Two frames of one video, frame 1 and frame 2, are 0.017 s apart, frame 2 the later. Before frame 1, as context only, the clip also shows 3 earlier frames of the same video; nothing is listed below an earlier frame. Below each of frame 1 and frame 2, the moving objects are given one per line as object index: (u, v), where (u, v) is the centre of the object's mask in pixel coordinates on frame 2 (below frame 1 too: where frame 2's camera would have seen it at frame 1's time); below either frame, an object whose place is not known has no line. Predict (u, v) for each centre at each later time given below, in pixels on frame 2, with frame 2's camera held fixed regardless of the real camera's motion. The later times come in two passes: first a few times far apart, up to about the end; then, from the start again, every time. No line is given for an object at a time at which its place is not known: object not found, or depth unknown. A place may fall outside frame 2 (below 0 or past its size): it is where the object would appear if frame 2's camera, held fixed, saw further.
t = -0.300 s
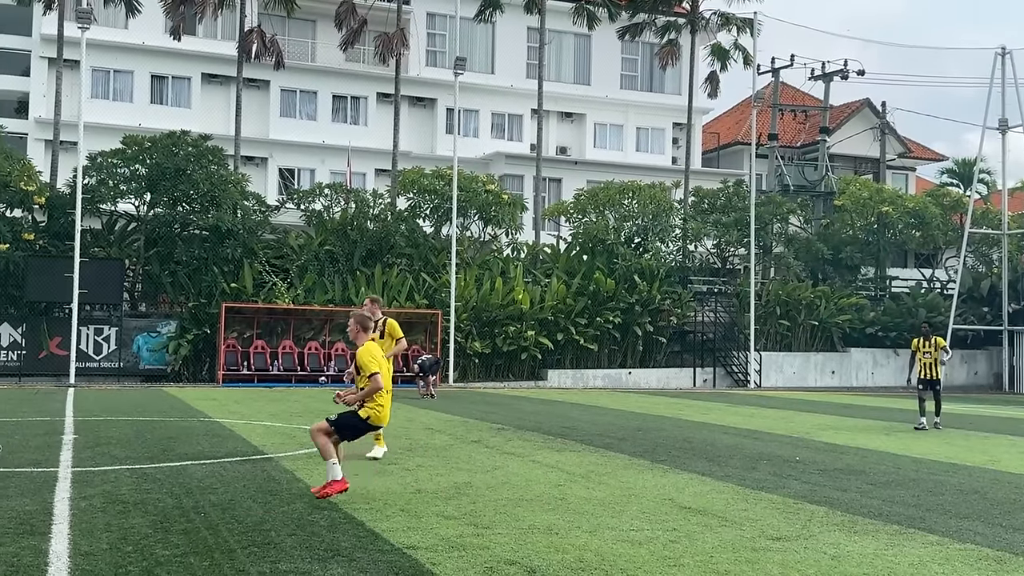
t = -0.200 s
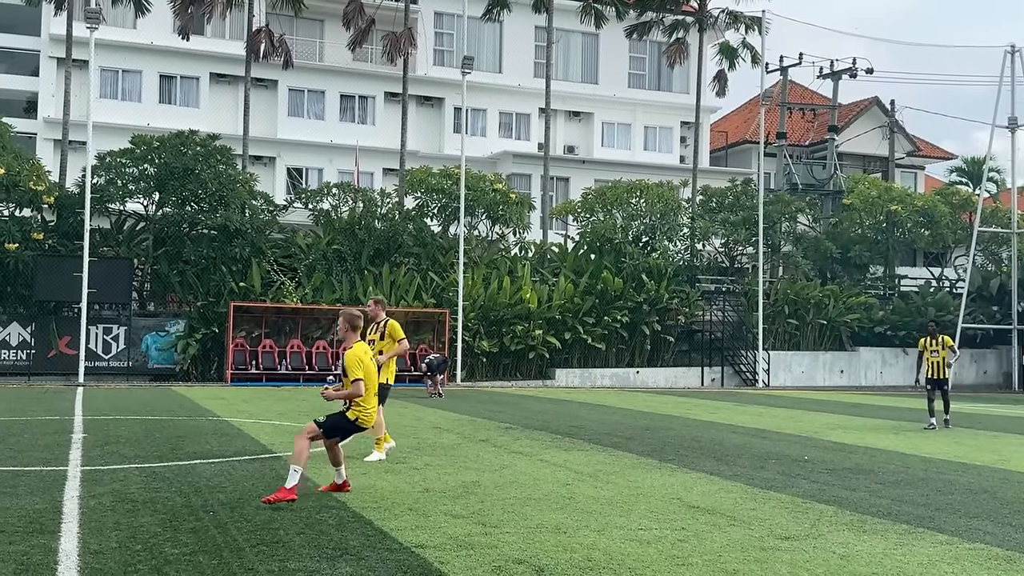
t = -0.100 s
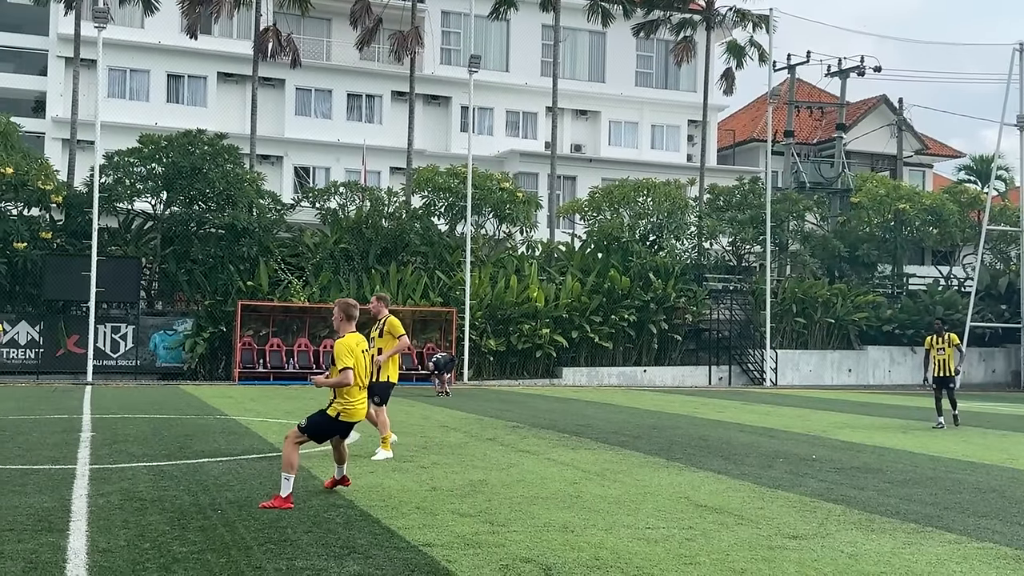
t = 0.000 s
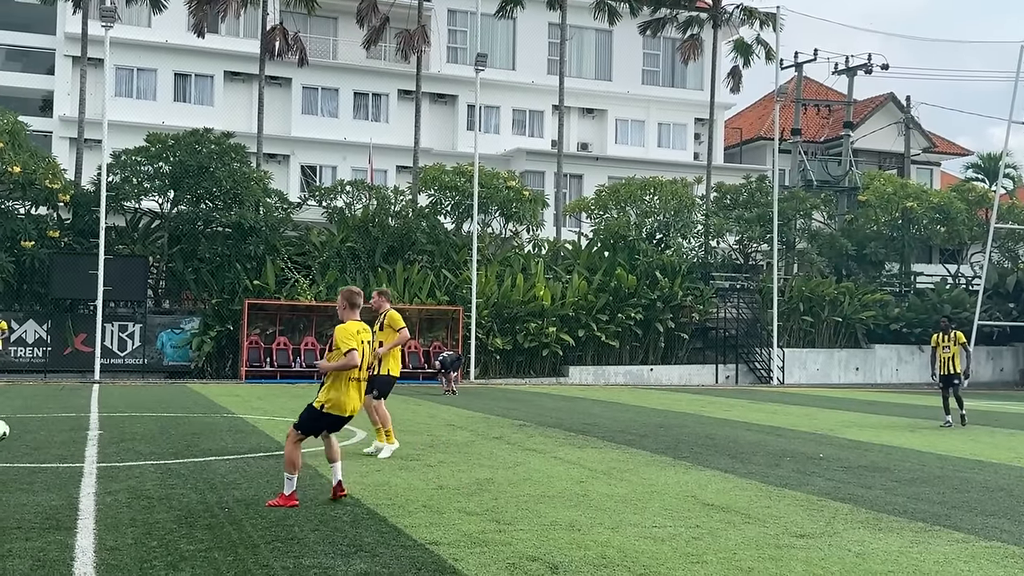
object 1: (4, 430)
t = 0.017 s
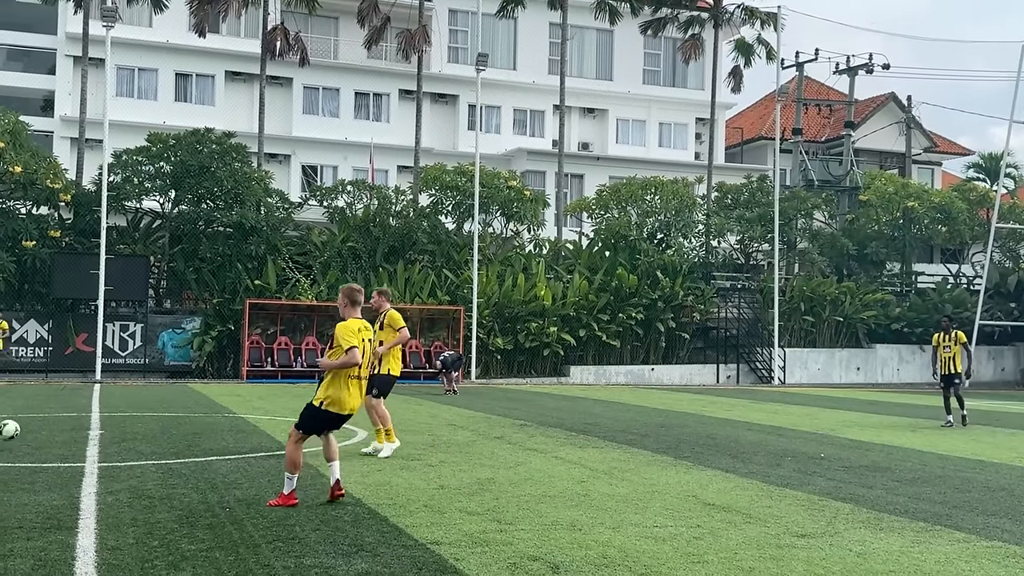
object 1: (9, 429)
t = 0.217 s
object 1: (102, 432)
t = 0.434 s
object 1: (163, 433)
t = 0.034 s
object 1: (18, 430)
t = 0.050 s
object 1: (27, 431)
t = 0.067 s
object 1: (36, 431)
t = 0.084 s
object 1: (45, 433)
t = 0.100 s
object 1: (54, 434)
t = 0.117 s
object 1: (63, 436)
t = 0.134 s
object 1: (71, 438)
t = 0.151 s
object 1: (80, 439)
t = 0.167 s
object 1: (87, 438)
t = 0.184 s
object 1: (92, 436)
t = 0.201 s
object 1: (97, 434)
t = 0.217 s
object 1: (102, 432)
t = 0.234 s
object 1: (107, 431)
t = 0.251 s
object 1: (112, 430)
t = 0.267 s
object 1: (116, 429)
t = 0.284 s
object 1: (122, 428)
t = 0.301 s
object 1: (126, 427)
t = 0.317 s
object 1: (131, 427)
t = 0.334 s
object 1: (135, 427)
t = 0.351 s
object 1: (140, 428)
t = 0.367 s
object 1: (145, 428)
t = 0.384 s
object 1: (149, 429)
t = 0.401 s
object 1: (154, 430)
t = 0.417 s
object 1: (159, 431)
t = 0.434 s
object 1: (163, 433)
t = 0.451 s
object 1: (167, 435)
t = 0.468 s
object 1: (172, 436)
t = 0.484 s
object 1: (174, 435)
